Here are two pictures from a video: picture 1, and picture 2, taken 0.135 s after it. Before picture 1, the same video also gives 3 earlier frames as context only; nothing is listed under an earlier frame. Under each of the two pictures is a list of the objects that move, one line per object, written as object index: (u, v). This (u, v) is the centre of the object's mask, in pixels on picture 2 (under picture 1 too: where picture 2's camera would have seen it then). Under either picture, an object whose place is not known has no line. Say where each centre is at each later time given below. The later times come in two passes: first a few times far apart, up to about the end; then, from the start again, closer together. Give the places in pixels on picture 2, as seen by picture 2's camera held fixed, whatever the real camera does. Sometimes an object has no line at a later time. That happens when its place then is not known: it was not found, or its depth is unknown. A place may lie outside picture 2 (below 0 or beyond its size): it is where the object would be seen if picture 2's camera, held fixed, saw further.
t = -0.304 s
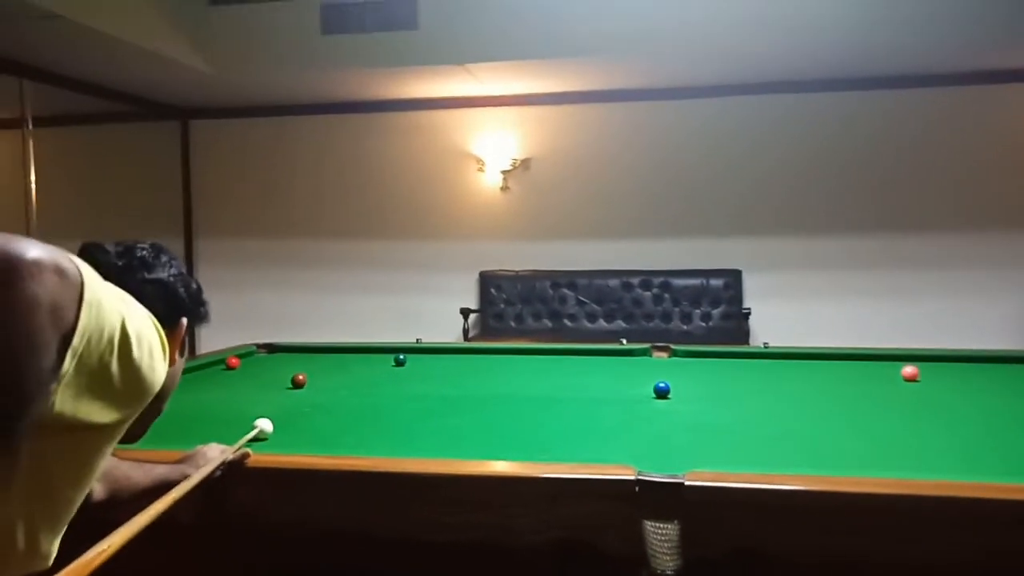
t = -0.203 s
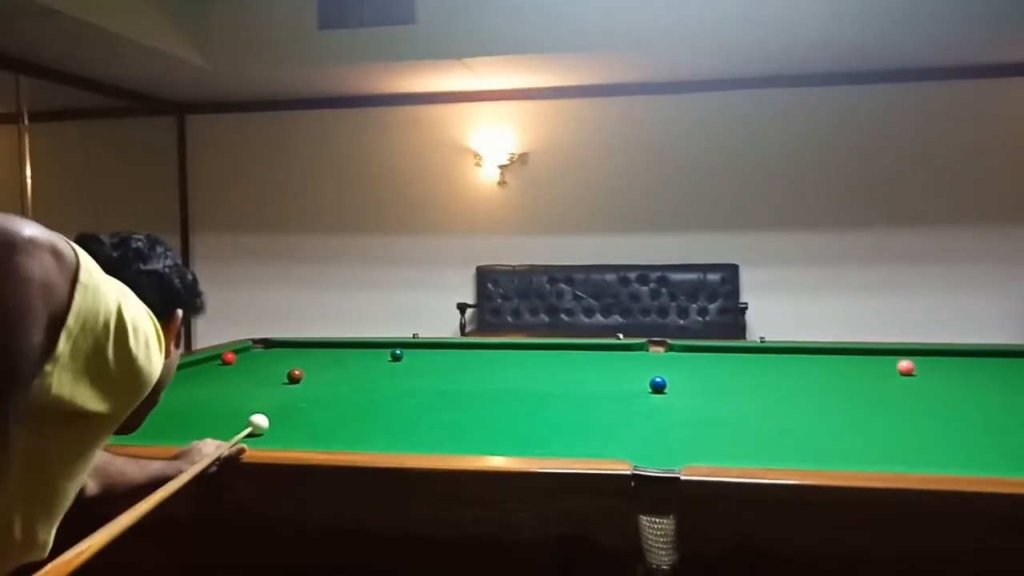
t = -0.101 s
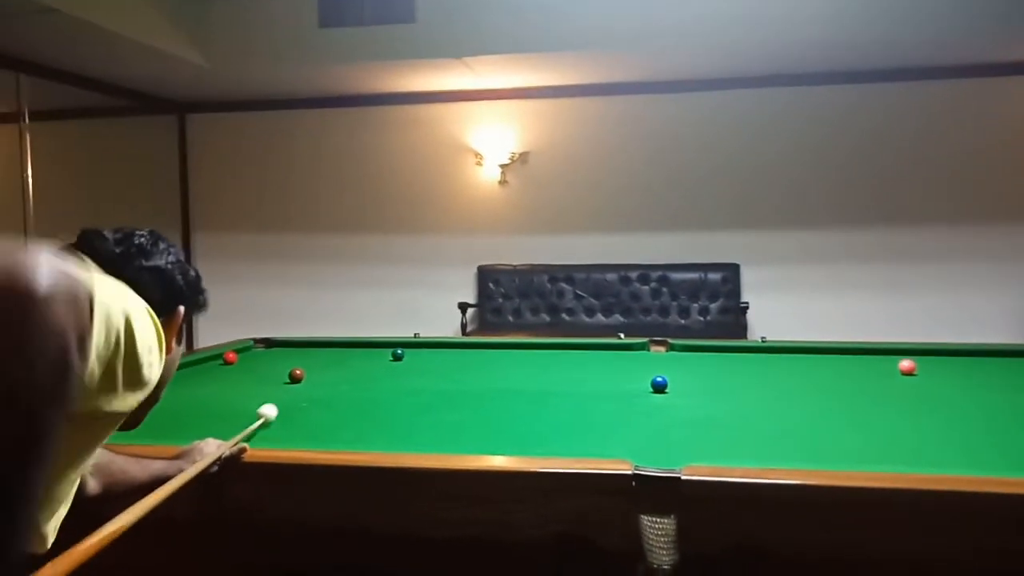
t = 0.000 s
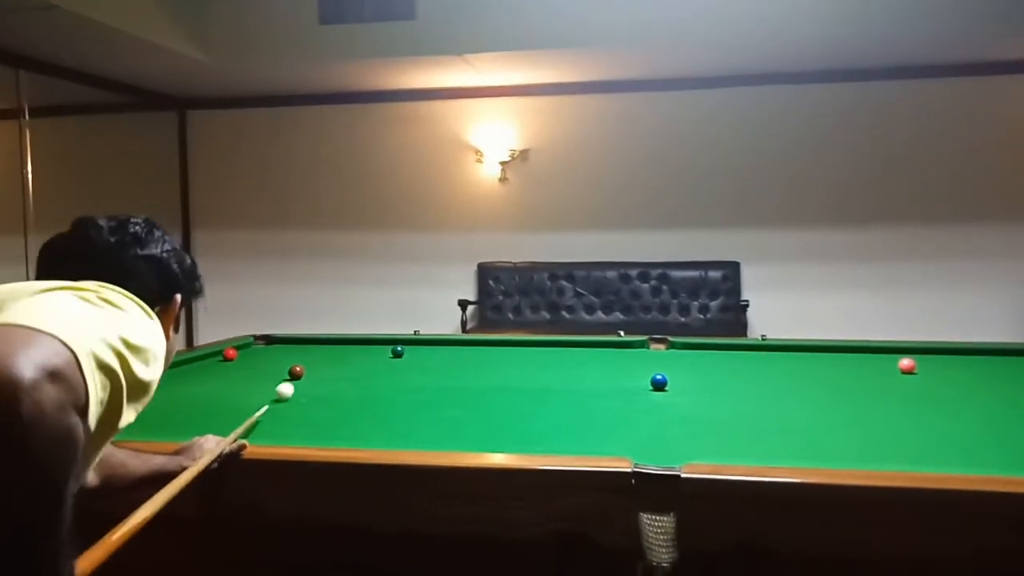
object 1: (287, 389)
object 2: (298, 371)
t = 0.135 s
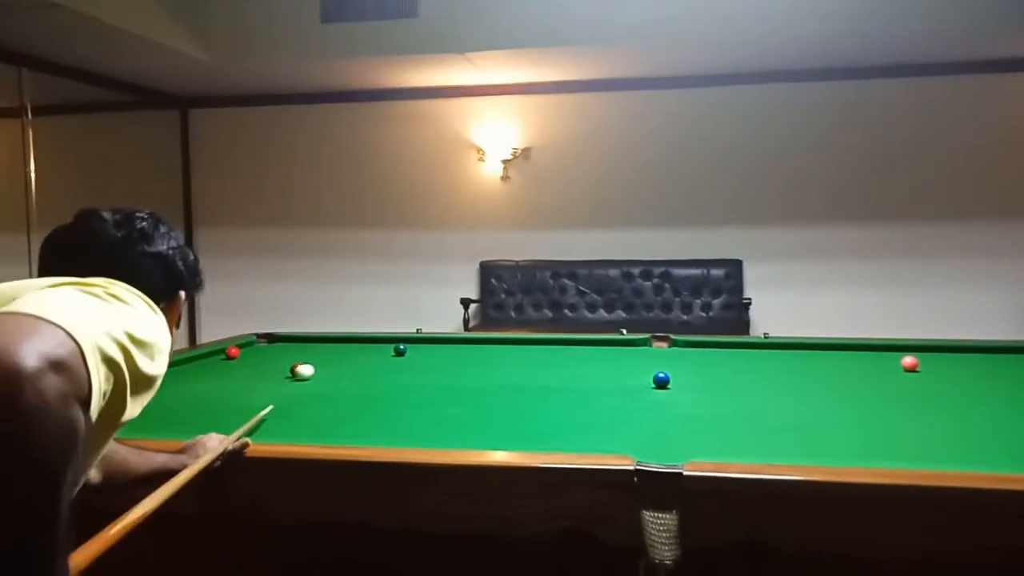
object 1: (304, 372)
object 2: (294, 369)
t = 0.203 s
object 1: (319, 370)
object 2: (289, 365)
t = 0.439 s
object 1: (363, 361)
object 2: (270, 353)
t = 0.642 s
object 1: (394, 354)
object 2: (258, 345)
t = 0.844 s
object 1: (420, 348)
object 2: (279, 340)
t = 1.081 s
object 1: (447, 341)
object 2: (302, 341)
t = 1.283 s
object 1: (458, 341)
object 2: (317, 344)
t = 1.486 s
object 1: (459, 345)
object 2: (331, 348)
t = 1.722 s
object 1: (460, 349)
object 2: (349, 353)
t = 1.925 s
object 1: (461, 353)
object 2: (364, 356)
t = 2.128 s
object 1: (460, 357)
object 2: (379, 360)
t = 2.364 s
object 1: (461, 361)
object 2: (397, 364)
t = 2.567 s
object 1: (461, 365)
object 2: (412, 368)
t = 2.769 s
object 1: (461, 369)
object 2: (427, 372)
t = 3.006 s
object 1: (462, 373)
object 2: (445, 377)
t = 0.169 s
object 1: (312, 370)
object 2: (293, 367)
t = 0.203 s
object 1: (319, 370)
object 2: (289, 365)
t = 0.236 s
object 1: (327, 369)
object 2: (285, 363)
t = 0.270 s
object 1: (334, 367)
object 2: (282, 360)
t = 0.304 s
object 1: (340, 366)
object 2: (280, 359)
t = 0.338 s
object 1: (346, 365)
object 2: (277, 357)
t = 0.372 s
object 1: (352, 363)
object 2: (274, 355)
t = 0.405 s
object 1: (358, 362)
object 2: (272, 354)
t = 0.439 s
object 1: (363, 361)
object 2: (270, 353)
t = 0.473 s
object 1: (369, 359)
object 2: (267, 351)
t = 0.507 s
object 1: (374, 359)
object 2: (266, 349)
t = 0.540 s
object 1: (379, 357)
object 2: (264, 348)
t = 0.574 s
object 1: (384, 356)
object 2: (262, 346)
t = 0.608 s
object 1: (389, 355)
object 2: (260, 345)
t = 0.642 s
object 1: (394, 354)
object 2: (258, 345)
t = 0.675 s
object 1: (399, 353)
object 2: (256, 343)
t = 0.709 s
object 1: (404, 351)
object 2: (255, 342)
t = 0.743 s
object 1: (408, 351)
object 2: (260, 342)
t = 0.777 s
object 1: (412, 350)
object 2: (266, 341)
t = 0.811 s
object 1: (416, 349)
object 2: (273, 340)
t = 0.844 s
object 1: (420, 348)
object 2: (279, 340)
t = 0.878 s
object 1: (425, 347)
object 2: (286, 339)
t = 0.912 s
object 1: (429, 346)
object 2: (290, 339)
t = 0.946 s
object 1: (433, 345)
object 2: (293, 340)
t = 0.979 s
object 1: (436, 344)
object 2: (296, 340)
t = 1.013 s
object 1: (440, 343)
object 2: (298, 341)
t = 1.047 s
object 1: (444, 342)
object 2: (300, 341)
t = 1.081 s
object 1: (447, 341)
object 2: (302, 341)
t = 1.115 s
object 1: (451, 341)
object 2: (305, 342)
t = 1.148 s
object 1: (454, 340)
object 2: (307, 342)
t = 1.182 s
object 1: (457, 339)
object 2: (309, 343)
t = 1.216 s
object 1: (457, 340)
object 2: (312, 344)
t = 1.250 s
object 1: (457, 340)
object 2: (314, 344)
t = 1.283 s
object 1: (458, 341)
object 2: (317, 344)
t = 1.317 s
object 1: (458, 342)
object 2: (320, 345)
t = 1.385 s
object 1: (458, 343)
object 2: (324, 346)
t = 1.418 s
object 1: (458, 344)
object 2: (326, 347)
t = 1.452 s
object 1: (458, 344)
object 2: (328, 347)
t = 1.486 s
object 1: (459, 345)
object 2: (331, 348)
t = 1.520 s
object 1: (459, 345)
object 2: (334, 349)
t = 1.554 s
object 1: (459, 346)
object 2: (337, 349)
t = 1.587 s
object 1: (459, 347)
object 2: (339, 350)
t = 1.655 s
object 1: (459, 348)
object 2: (344, 351)
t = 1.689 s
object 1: (459, 349)
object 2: (347, 351)
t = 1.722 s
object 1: (460, 349)
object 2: (349, 353)
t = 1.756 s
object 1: (460, 350)
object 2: (351, 353)
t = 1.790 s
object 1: (460, 351)
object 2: (353, 354)
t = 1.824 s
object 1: (460, 351)
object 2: (357, 354)
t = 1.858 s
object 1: (460, 352)
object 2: (359, 355)
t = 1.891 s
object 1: (460, 352)
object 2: (362, 355)
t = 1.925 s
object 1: (461, 353)
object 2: (364, 356)
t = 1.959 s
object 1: (460, 354)
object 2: (367, 357)
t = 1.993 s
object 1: (460, 355)
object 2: (369, 357)
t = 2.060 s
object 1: (460, 356)
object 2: (374, 359)
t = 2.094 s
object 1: (460, 356)
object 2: (377, 359)
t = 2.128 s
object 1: (460, 357)
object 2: (379, 360)
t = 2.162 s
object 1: (460, 358)
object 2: (382, 360)
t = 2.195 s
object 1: (461, 358)
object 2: (384, 361)
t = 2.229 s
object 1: (461, 359)
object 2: (387, 362)
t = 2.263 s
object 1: (461, 359)
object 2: (389, 362)
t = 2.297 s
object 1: (461, 360)
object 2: (392, 362)
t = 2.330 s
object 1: (461, 361)
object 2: (394, 363)
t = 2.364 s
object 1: (461, 361)
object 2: (397, 364)
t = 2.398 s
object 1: (461, 362)
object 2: (399, 365)
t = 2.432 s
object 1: (461, 362)
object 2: (402, 365)
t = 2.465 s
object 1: (461, 363)
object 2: (405, 366)
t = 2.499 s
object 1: (461, 364)
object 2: (407, 367)
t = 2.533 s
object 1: (461, 365)
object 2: (410, 367)
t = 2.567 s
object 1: (461, 365)
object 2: (412, 368)
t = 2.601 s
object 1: (461, 365)
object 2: (415, 369)
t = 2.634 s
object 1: (461, 367)
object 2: (417, 370)
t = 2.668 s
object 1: (461, 367)
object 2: (420, 370)
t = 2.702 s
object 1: (461, 368)
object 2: (423, 371)
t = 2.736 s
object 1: (461, 369)
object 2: (425, 371)
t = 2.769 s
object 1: (461, 369)
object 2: (427, 372)
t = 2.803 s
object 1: (461, 370)
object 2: (430, 373)
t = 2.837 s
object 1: (462, 370)
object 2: (433, 373)
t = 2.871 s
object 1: (462, 371)
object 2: (435, 374)
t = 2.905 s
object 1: (461, 372)
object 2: (438, 375)
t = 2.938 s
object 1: (462, 372)
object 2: (441, 375)
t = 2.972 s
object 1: (462, 373)
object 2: (443, 376)
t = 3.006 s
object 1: (462, 373)
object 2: (445, 377)
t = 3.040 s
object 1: (462, 374)
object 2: (447, 377)
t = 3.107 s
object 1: (464, 374)
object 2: (452, 379)
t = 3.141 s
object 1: (465, 374)
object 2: (454, 380)
